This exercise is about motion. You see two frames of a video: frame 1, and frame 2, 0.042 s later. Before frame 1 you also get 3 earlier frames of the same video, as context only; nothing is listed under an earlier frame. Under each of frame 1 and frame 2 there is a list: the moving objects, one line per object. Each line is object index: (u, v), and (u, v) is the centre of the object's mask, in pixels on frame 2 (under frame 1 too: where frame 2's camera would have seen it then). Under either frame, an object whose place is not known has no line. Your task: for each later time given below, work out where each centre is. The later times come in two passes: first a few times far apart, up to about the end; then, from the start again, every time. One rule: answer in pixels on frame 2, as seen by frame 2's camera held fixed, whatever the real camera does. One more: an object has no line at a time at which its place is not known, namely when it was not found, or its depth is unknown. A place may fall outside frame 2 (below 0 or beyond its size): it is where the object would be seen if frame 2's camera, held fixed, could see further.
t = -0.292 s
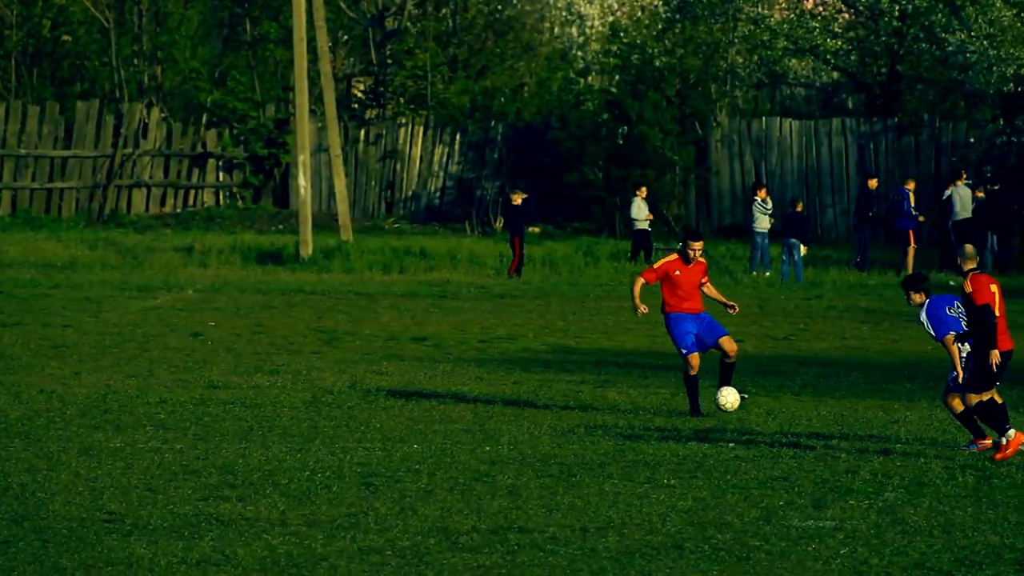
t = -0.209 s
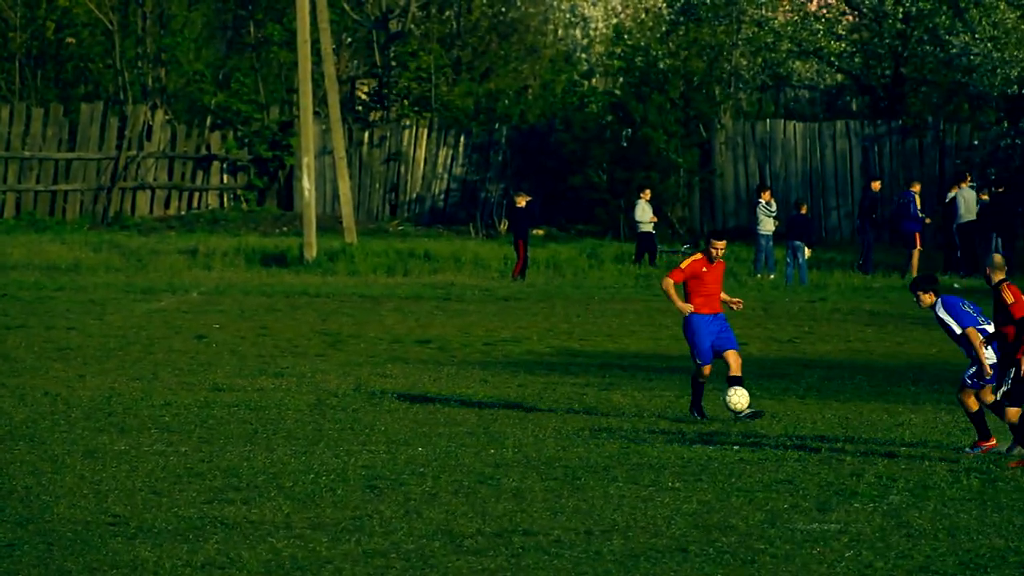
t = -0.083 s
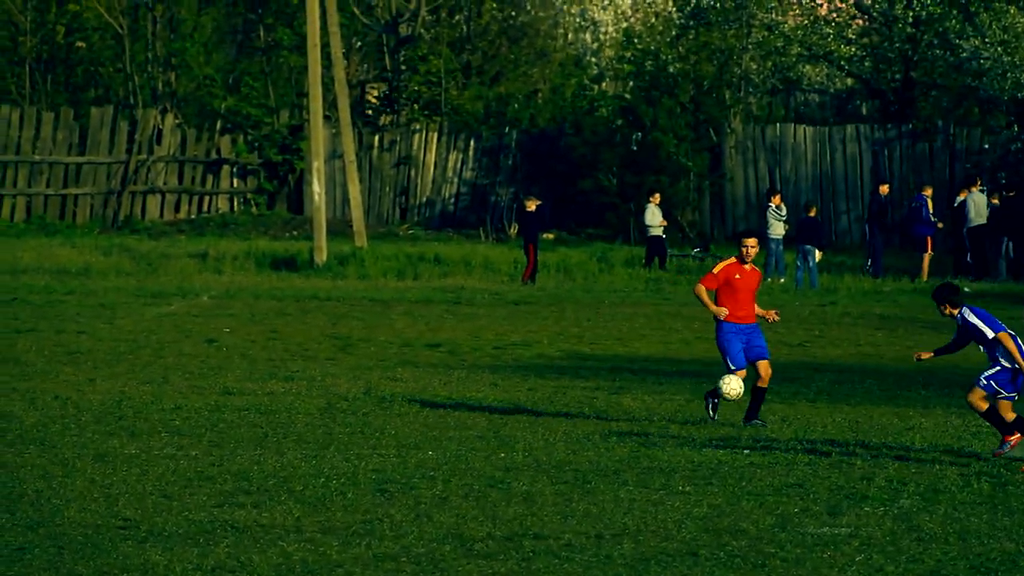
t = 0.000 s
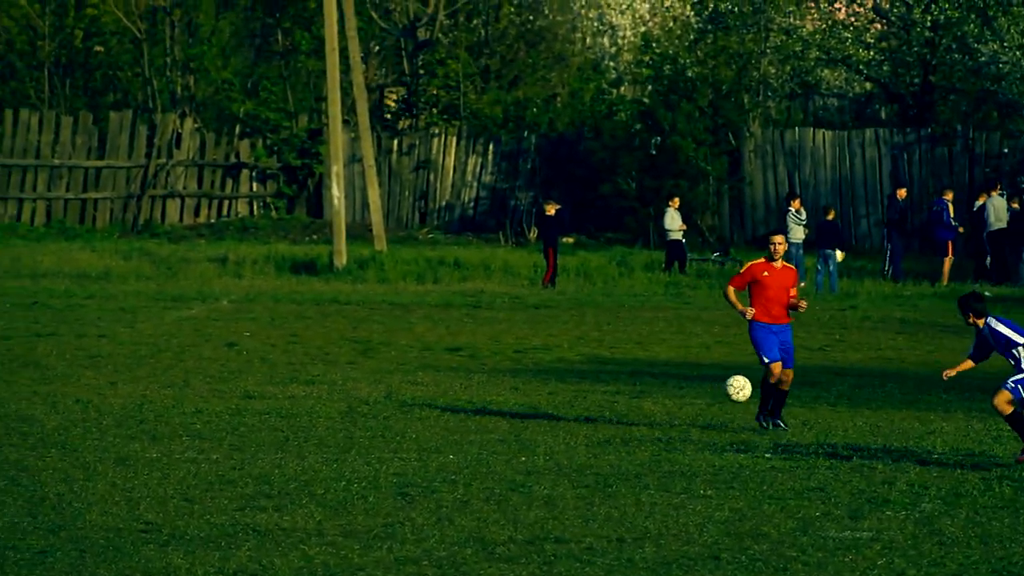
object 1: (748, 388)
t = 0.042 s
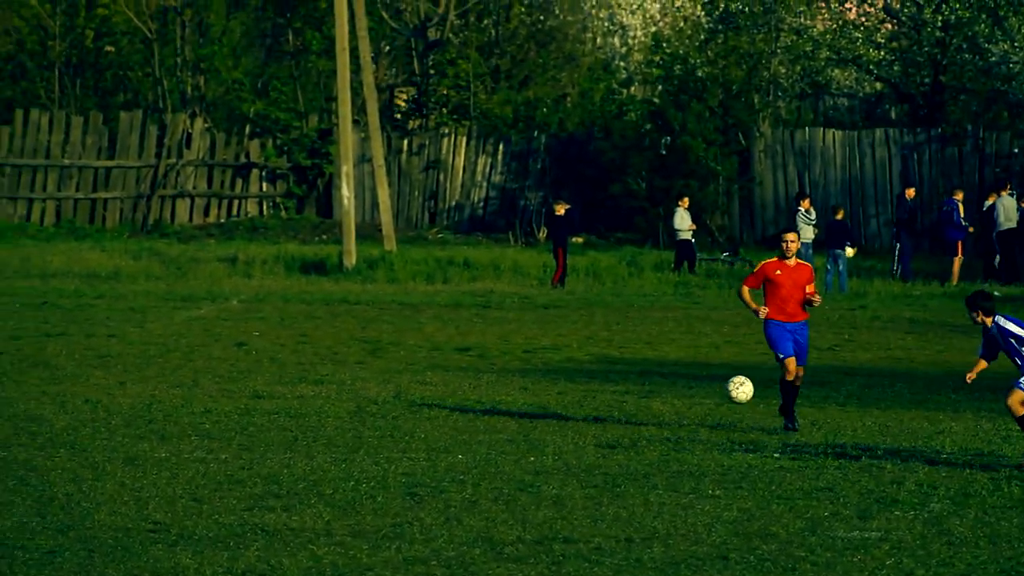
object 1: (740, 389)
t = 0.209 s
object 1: (706, 409)
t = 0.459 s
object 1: (647, 487)
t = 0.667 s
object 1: (603, 508)
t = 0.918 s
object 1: (554, 532)
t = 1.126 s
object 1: (520, 550)
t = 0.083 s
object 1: (731, 392)
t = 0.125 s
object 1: (723, 396)
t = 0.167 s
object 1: (714, 402)
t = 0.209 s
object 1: (706, 409)
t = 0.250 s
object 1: (697, 418)
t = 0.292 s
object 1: (686, 429)
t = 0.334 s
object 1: (677, 441)
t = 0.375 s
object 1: (667, 455)
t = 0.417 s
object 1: (657, 470)
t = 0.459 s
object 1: (647, 487)
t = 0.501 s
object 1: (639, 491)
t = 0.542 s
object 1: (629, 494)
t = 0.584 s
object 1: (620, 498)
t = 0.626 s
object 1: (611, 506)
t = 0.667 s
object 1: (603, 508)
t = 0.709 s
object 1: (595, 509)
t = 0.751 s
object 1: (586, 512)
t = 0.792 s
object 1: (578, 517)
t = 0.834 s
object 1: (570, 526)
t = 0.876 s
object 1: (562, 532)
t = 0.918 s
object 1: (554, 532)
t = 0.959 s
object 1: (547, 535)
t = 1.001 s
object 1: (539, 541)
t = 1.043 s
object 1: (531, 550)
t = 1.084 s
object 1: (528, 551)
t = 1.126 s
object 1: (520, 550)
